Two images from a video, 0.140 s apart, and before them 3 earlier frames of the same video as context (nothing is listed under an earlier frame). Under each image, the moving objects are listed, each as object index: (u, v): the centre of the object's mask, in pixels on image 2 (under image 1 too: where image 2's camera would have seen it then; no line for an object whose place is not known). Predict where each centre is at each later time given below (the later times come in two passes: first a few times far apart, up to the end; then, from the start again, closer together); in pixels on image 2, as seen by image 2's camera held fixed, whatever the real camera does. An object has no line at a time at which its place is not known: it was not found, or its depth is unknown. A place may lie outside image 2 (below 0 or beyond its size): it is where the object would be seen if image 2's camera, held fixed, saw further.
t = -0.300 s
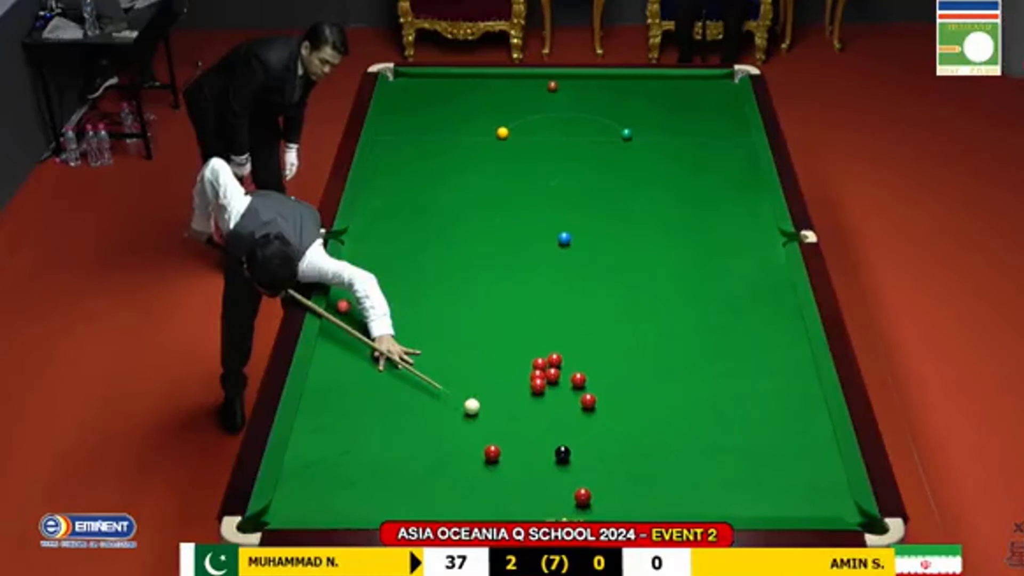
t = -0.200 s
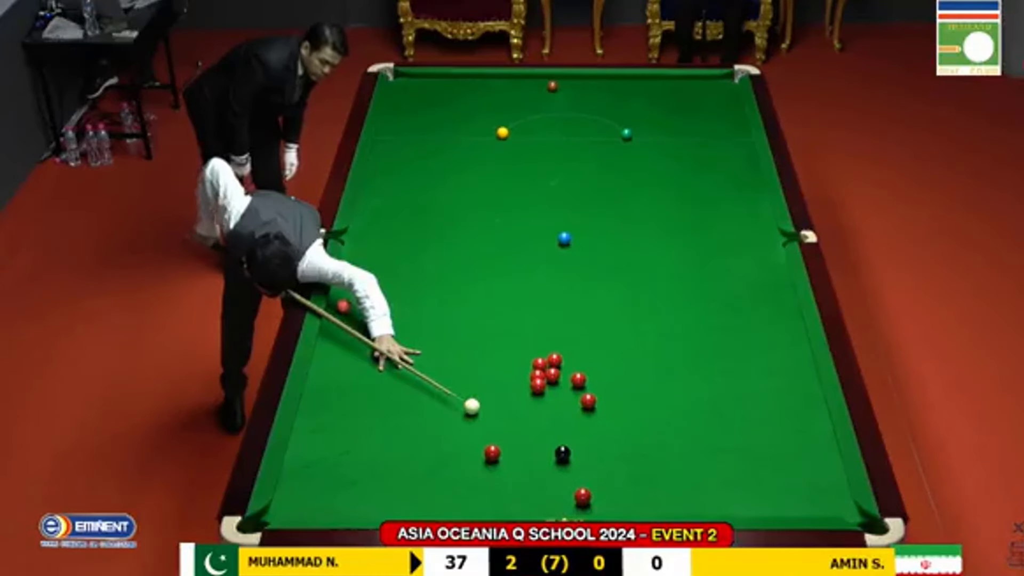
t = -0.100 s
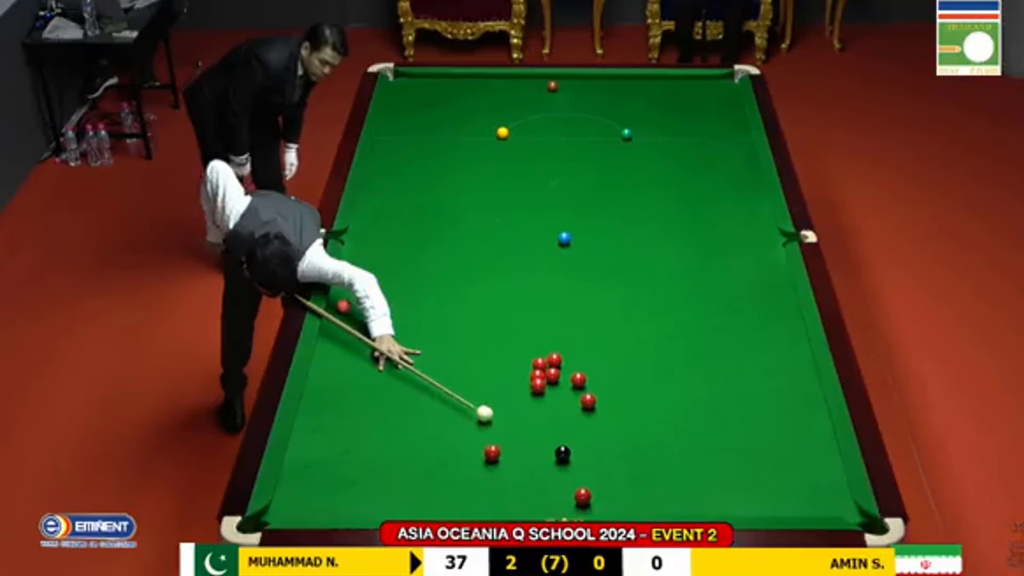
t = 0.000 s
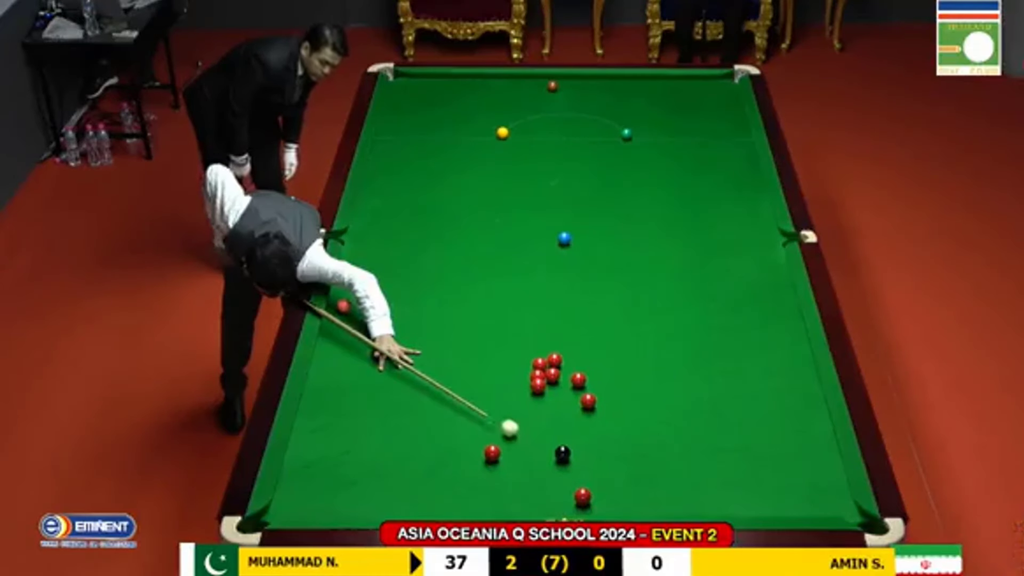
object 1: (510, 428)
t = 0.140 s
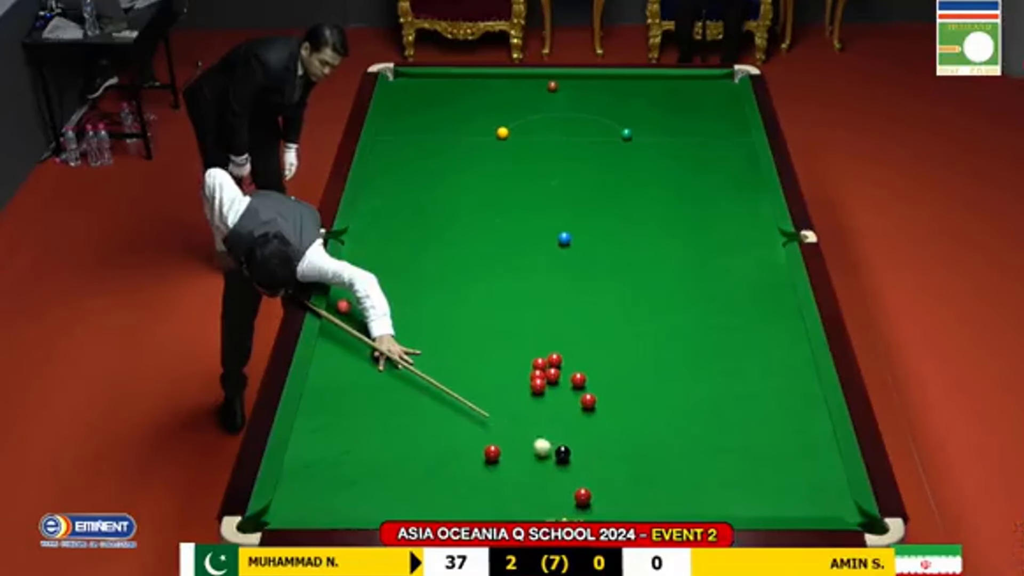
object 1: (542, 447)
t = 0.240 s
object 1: (545, 457)
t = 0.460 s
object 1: (549, 477)
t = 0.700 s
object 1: (554, 499)
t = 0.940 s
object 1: (558, 507)
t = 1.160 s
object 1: (558, 497)
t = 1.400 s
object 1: (558, 486)
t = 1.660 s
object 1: (558, 475)
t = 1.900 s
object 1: (558, 466)
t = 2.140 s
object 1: (558, 459)
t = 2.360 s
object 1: (558, 453)
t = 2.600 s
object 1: (558, 448)
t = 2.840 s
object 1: (558, 444)
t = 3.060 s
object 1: (558, 441)
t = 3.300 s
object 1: (558, 438)
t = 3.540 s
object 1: (558, 437)
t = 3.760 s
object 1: (558, 437)
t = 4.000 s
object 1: (558, 437)
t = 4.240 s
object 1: (558, 437)
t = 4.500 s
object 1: (558, 437)
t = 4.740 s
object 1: (552, 435)
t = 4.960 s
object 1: (558, 437)
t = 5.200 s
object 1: (558, 437)
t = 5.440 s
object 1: (558, 437)
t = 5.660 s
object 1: (558, 437)
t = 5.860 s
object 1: (560, 435)
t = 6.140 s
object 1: (558, 436)
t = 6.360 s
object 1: (558, 437)
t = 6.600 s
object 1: (558, 437)
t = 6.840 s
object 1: (558, 437)
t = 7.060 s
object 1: (558, 437)
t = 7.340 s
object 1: (558, 437)
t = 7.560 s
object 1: (558, 437)
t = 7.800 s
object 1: (558, 437)
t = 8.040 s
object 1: (558, 437)
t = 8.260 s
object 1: (558, 437)
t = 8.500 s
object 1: (558, 437)
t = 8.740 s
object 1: (558, 437)
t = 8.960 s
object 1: (558, 437)
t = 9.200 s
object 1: (558, 437)
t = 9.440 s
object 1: (558, 437)
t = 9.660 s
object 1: (558, 437)
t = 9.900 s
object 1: (558, 437)
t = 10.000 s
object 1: (558, 437)
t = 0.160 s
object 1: (546, 450)
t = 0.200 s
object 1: (545, 453)
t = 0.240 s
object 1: (545, 457)
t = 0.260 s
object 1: (545, 459)
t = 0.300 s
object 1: (546, 462)
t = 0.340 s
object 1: (547, 466)
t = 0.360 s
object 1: (547, 467)
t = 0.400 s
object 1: (548, 471)
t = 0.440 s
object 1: (549, 475)
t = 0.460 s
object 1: (549, 477)
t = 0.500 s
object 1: (550, 480)
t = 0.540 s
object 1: (551, 484)
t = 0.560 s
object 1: (551, 486)
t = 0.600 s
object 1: (552, 489)
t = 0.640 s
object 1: (553, 493)
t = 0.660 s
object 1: (554, 495)
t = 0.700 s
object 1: (554, 499)
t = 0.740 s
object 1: (555, 503)
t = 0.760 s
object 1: (555, 504)
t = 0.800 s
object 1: (557, 506)
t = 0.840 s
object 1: (557, 509)
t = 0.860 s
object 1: (558, 510)
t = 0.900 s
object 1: (557, 509)
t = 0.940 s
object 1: (558, 507)
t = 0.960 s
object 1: (558, 506)
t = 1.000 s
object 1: (558, 505)
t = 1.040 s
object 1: (558, 503)
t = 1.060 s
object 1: (558, 503)
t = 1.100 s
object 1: (558, 500)
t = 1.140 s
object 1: (558, 498)
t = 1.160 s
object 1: (558, 497)
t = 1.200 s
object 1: (558, 495)
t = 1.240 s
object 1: (558, 493)
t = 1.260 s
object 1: (558, 492)
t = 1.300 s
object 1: (558, 490)
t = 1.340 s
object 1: (558, 489)
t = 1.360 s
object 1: (558, 487)
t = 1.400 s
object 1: (558, 486)
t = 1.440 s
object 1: (558, 484)
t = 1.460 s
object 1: (558, 483)
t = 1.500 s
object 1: (558, 482)
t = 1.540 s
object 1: (558, 480)
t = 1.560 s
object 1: (558, 479)
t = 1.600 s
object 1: (558, 477)
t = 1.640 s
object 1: (558, 475)
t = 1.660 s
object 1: (558, 475)
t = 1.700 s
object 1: (558, 473)
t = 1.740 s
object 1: (558, 472)
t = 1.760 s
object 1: (558, 471)
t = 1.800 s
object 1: (558, 470)
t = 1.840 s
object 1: (558, 468)
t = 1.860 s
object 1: (558, 467)
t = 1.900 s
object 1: (558, 466)
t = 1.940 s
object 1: (558, 465)
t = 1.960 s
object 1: (558, 464)
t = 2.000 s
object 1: (558, 463)
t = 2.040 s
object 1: (558, 462)
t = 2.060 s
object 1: (558, 461)
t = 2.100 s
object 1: (558, 460)
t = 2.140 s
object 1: (558, 459)
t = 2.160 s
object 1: (558, 458)
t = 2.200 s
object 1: (558, 457)
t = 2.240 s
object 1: (558, 456)
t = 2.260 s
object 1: (558, 455)
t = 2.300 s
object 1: (558, 454)
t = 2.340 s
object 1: (558, 453)
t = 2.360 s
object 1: (558, 453)
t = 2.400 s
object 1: (558, 452)
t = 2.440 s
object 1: (558, 451)
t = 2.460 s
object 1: (558, 450)
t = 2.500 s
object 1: (558, 450)
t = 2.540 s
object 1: (558, 449)
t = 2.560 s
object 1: (558, 448)
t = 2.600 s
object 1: (558, 448)
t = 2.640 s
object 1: (558, 447)
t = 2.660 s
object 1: (558, 447)
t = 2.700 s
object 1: (558, 446)
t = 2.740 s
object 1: (558, 445)
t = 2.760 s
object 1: (558, 445)
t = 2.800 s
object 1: (558, 444)
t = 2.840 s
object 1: (558, 444)
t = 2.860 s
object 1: (558, 444)
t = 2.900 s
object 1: (558, 443)
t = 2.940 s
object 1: (558, 442)
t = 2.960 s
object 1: (558, 442)
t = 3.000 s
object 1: (558, 441)
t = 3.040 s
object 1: (558, 441)
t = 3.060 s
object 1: (558, 441)
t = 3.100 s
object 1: (558, 440)
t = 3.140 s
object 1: (558, 440)
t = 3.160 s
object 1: (558, 440)
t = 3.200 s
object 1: (558, 439)
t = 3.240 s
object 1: (558, 439)
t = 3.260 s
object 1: (558, 438)
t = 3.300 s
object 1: (558, 438)
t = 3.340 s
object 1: (558, 438)
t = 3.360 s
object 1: (558, 438)
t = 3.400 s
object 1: (558, 438)
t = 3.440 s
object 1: (558, 437)
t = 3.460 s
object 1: (558, 437)
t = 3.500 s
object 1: (558, 437)
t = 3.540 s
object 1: (558, 437)
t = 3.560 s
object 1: (558, 437)
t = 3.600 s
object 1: (558, 437)
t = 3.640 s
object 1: (558, 437)
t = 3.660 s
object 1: (558, 437)
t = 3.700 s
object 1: (558, 437)
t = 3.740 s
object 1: (558, 437)
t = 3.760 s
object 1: (558, 437)
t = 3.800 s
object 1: (558, 437)
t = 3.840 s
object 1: (558, 437)
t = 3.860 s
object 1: (558, 437)
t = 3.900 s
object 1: (558, 437)
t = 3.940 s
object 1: (558, 437)
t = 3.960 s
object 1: (558, 437)
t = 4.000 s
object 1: (558, 437)
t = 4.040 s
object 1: (558, 437)
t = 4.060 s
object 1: (558, 437)
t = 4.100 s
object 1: (558, 437)
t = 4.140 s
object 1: (558, 437)
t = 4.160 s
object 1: (558, 437)
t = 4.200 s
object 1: (558, 437)
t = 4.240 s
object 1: (558, 437)
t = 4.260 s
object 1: (558, 437)
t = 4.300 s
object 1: (558, 437)
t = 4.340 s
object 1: (558, 437)
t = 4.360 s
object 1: (558, 437)
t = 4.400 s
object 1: (558, 437)
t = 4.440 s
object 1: (558, 437)
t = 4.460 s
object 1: (558, 437)
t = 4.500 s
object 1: (558, 437)
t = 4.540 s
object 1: (558, 436)
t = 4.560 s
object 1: (558, 437)
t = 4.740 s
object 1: (552, 435)
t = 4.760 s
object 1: (557, 436)
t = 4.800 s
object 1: (558, 436)
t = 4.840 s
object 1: (558, 436)
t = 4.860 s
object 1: (558, 436)
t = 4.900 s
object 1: (558, 437)
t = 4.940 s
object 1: (558, 437)
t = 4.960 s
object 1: (558, 437)
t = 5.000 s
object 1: (558, 437)
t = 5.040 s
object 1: (558, 437)
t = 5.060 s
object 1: (558, 437)
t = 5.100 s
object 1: (558, 437)
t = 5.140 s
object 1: (558, 437)
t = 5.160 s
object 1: (558, 437)
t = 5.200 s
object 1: (558, 437)
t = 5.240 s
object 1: (558, 437)
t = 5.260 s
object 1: (558, 437)
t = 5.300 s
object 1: (558, 437)
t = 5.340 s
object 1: (558, 437)
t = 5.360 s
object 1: (558, 437)
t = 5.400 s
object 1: (558, 437)
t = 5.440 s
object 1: (558, 437)
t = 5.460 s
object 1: (558, 437)
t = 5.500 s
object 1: (558, 437)
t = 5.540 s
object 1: (558, 437)
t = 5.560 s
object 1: (558, 437)
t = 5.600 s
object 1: (558, 437)
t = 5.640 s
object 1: (558, 437)
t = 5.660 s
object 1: (558, 437)
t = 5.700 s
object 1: (558, 437)
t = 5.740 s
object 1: (558, 437)
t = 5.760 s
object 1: (558, 437)
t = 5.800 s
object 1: (558, 437)
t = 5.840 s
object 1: (558, 436)
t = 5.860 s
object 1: (560, 435)
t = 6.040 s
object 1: (555, 435)
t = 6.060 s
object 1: (558, 436)
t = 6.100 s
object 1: (558, 436)
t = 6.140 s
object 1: (558, 436)
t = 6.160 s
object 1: (558, 436)
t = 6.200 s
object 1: (558, 436)
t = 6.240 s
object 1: (558, 436)
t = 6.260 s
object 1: (558, 436)
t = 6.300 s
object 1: (558, 437)
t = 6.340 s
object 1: (558, 437)
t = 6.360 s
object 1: (558, 437)
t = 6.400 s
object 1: (558, 437)
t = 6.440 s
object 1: (558, 437)
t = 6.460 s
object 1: (558, 437)
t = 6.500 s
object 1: (558, 437)
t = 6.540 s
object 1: (558, 437)
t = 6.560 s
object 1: (558, 437)
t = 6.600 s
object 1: (558, 437)
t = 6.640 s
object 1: (558, 436)
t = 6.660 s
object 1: (558, 437)
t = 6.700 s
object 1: (558, 436)
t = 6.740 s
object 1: (558, 437)
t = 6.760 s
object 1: (558, 437)
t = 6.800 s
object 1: (558, 437)
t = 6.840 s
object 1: (558, 437)
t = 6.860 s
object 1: (558, 437)
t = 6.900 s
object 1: (558, 436)
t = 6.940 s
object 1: (558, 437)
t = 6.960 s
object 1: (558, 437)
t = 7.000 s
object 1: (558, 437)
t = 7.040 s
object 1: (558, 437)
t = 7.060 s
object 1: (558, 437)
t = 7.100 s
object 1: (558, 437)
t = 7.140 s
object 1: (558, 437)
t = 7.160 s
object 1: (558, 437)
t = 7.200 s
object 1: (558, 437)
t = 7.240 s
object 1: (558, 437)
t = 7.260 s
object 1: (558, 437)
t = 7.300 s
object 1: (558, 437)
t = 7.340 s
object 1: (558, 437)
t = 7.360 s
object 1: (558, 437)
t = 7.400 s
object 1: (558, 437)
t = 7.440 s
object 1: (558, 437)
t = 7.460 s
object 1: (558, 437)
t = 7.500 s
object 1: (558, 437)
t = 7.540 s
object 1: (558, 437)
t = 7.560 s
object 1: (558, 437)
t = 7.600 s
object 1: (558, 437)
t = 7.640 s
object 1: (558, 437)
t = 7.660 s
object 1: (558, 437)
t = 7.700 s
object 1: (558, 437)
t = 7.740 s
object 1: (558, 437)
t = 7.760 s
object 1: (558, 437)
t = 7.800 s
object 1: (558, 437)
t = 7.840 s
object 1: (558, 437)
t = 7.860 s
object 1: (558, 437)
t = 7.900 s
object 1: (558, 437)
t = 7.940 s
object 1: (558, 437)
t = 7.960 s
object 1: (558, 437)
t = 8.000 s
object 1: (558, 437)
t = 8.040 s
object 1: (558, 437)
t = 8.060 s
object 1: (558, 437)
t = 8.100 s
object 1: (558, 437)
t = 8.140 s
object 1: (558, 437)
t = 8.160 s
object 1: (558, 437)
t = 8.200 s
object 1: (558, 437)
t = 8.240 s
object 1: (558, 437)
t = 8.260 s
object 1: (558, 437)
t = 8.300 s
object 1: (558, 437)
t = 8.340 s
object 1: (558, 437)
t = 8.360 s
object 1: (558, 437)
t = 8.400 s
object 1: (558, 437)
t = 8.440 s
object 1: (558, 437)
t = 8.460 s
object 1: (558, 437)
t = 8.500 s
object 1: (558, 437)
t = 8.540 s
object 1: (558, 437)
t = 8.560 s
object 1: (558, 437)
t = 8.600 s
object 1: (558, 437)
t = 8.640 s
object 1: (558, 437)
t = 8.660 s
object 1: (558, 437)
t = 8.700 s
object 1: (558, 437)
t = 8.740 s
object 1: (558, 437)
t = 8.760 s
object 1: (558, 437)
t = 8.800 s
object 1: (558, 437)
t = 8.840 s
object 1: (558, 437)
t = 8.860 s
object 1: (558, 437)
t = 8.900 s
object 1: (558, 437)
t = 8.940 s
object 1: (558, 437)
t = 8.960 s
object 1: (558, 437)
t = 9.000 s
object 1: (558, 437)
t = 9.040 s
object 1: (558, 437)
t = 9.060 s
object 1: (558, 437)
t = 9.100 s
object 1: (558, 437)
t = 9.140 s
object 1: (558, 437)
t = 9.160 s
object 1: (558, 437)
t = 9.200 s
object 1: (558, 437)
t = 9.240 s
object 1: (558, 437)
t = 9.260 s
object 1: (558, 437)
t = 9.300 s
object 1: (558, 437)
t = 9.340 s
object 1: (558, 437)
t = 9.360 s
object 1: (558, 437)
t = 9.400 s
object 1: (558, 437)
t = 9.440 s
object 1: (558, 437)
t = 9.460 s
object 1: (558, 437)
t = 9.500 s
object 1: (558, 437)
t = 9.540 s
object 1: (558, 437)
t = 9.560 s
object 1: (558, 437)
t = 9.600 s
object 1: (558, 437)
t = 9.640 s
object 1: (558, 437)
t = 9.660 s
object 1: (558, 437)
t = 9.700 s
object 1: (558, 437)
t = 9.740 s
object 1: (558, 437)
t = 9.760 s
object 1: (558, 437)
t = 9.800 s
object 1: (558, 437)
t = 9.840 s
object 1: (558, 437)
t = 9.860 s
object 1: (558, 437)
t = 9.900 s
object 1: (558, 437)
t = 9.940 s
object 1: (558, 437)
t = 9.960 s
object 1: (558, 437)
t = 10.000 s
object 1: (558, 437)
